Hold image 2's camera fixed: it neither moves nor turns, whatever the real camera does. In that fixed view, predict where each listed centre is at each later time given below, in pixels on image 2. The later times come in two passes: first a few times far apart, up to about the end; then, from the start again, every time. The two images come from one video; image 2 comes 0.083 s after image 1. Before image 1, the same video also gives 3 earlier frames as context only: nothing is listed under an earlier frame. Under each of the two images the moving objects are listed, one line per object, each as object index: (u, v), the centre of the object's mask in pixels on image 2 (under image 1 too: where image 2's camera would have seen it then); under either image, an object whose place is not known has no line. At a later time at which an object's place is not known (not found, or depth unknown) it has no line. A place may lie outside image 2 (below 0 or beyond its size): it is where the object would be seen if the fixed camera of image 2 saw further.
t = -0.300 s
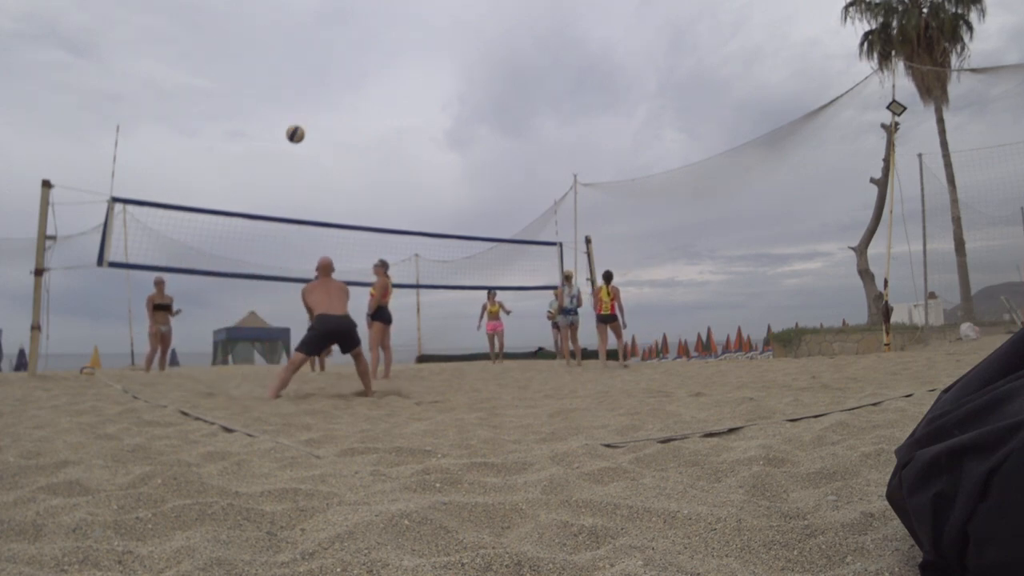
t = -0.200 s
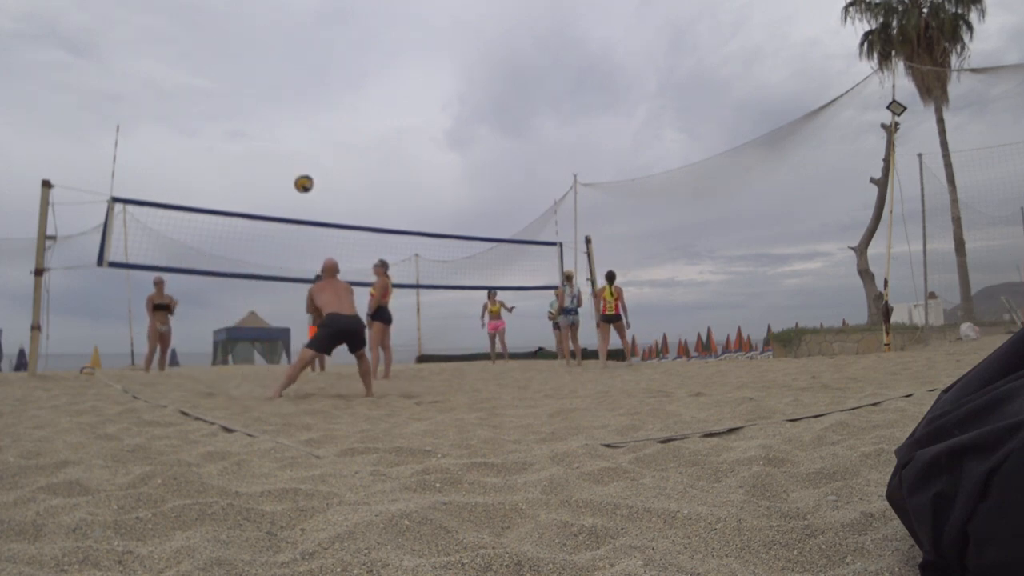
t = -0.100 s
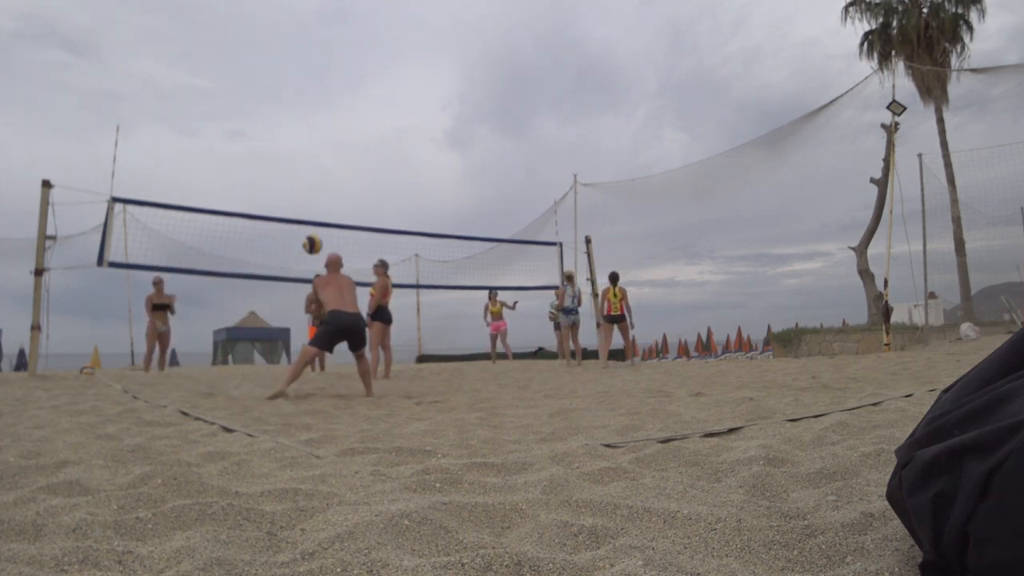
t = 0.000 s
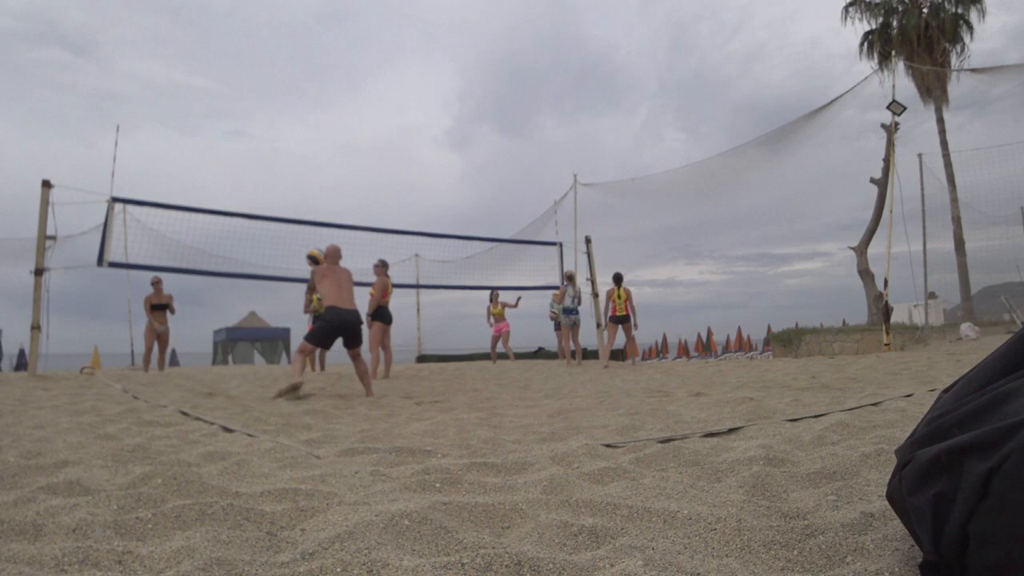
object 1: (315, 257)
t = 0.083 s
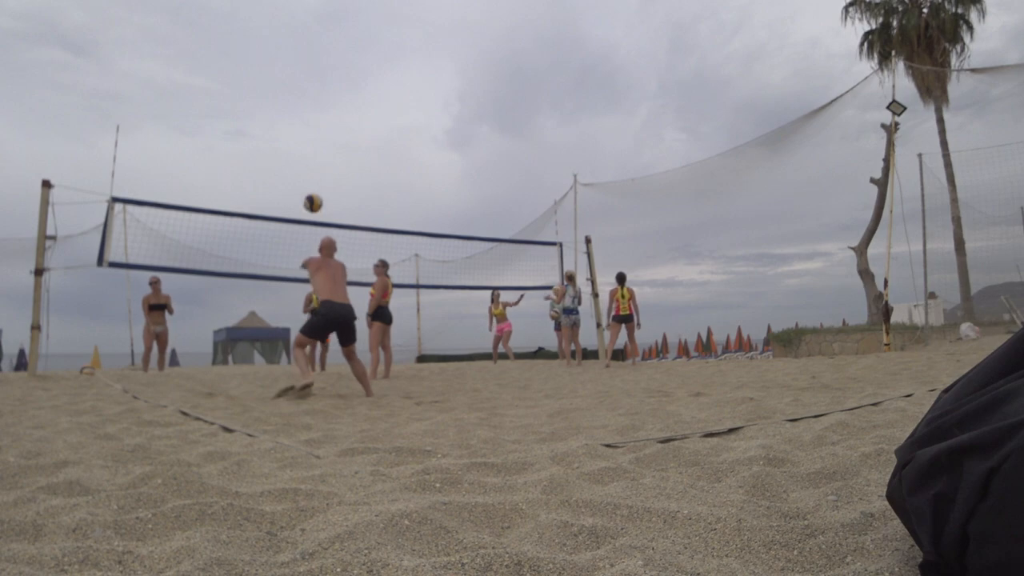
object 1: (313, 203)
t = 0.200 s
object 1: (309, 142)
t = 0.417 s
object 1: (302, 69)
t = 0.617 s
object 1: (296, 41)
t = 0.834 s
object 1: (288, 42)
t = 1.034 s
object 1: (281, 69)
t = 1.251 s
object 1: (272, 125)
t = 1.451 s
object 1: (264, 200)
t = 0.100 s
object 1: (312, 193)
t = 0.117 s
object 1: (311, 183)
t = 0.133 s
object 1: (311, 174)
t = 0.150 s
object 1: (311, 166)
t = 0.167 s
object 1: (310, 157)
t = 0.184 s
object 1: (310, 149)
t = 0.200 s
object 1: (309, 142)
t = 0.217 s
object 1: (309, 134)
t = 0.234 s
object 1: (308, 127)
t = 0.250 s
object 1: (308, 121)
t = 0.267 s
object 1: (307, 114)
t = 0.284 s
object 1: (307, 108)
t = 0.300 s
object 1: (306, 102)
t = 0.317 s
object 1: (306, 97)
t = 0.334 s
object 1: (305, 92)
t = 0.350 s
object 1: (305, 87)
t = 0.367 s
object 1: (304, 82)
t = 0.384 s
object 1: (304, 77)
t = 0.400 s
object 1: (303, 73)
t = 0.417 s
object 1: (302, 69)
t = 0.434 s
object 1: (302, 66)
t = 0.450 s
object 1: (301, 62)
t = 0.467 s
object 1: (301, 59)
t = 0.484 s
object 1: (300, 56)
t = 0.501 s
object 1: (300, 54)
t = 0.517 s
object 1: (299, 51)
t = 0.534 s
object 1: (299, 49)
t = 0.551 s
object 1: (298, 47)
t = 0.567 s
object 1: (298, 45)
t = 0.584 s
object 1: (297, 43)
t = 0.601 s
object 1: (297, 42)
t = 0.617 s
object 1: (296, 41)
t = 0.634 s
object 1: (295, 40)
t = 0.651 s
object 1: (295, 38)
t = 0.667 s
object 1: (294, 38)
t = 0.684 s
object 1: (294, 37)
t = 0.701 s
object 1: (293, 37)
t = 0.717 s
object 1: (293, 37)
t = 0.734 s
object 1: (292, 37)
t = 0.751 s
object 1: (291, 38)
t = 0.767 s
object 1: (291, 38)
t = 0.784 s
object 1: (290, 39)
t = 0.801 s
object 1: (289, 40)
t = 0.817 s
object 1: (289, 41)
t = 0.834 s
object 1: (288, 42)
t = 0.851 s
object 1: (288, 43)
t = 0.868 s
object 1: (287, 44)
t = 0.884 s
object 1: (287, 46)
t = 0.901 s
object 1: (286, 48)
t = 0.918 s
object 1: (285, 50)
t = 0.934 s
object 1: (285, 52)
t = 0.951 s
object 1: (284, 55)
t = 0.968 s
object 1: (283, 57)
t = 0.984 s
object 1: (283, 60)
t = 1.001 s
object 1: (282, 63)
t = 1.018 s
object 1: (281, 66)
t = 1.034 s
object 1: (281, 69)
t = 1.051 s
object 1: (280, 72)
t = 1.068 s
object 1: (279, 76)
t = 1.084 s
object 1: (279, 79)
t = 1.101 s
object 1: (278, 83)
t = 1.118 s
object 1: (277, 87)
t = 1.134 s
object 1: (277, 91)
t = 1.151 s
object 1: (276, 96)
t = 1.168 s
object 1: (275, 100)
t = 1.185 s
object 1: (275, 105)
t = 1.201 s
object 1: (274, 110)
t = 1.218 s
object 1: (273, 115)
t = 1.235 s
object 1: (273, 119)
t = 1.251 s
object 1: (272, 125)
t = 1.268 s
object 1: (272, 130)
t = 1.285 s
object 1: (271, 136)
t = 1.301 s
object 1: (270, 142)
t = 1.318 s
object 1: (270, 148)
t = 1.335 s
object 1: (269, 154)
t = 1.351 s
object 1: (268, 160)
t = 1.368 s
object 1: (268, 166)
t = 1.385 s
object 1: (267, 173)
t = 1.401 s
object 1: (266, 179)
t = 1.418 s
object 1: (266, 186)
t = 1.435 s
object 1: (265, 193)
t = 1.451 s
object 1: (264, 200)
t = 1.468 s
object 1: (264, 207)
